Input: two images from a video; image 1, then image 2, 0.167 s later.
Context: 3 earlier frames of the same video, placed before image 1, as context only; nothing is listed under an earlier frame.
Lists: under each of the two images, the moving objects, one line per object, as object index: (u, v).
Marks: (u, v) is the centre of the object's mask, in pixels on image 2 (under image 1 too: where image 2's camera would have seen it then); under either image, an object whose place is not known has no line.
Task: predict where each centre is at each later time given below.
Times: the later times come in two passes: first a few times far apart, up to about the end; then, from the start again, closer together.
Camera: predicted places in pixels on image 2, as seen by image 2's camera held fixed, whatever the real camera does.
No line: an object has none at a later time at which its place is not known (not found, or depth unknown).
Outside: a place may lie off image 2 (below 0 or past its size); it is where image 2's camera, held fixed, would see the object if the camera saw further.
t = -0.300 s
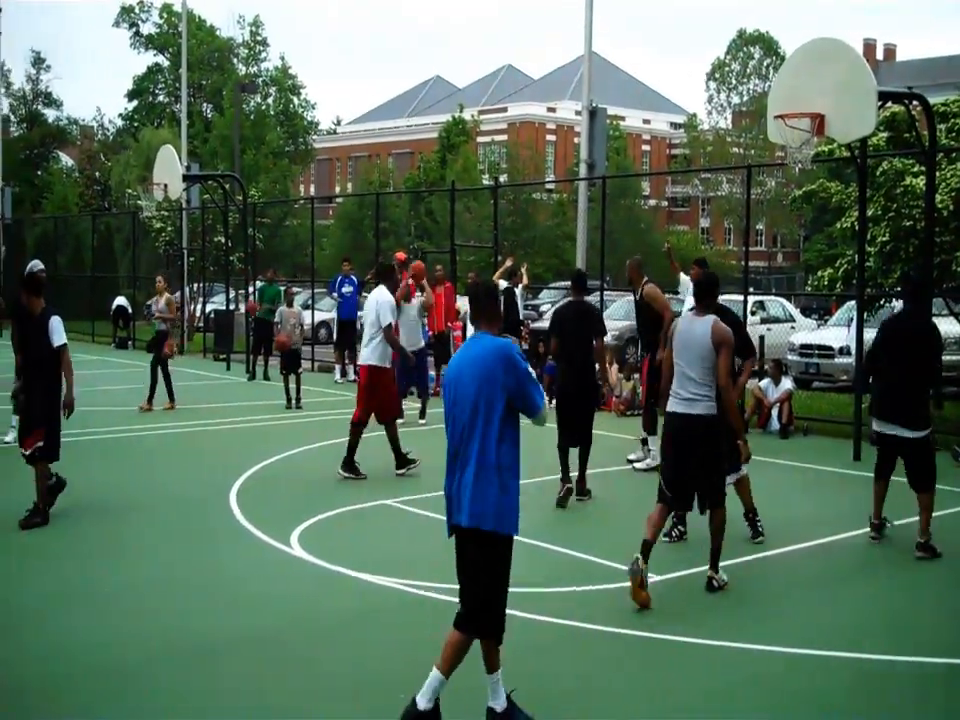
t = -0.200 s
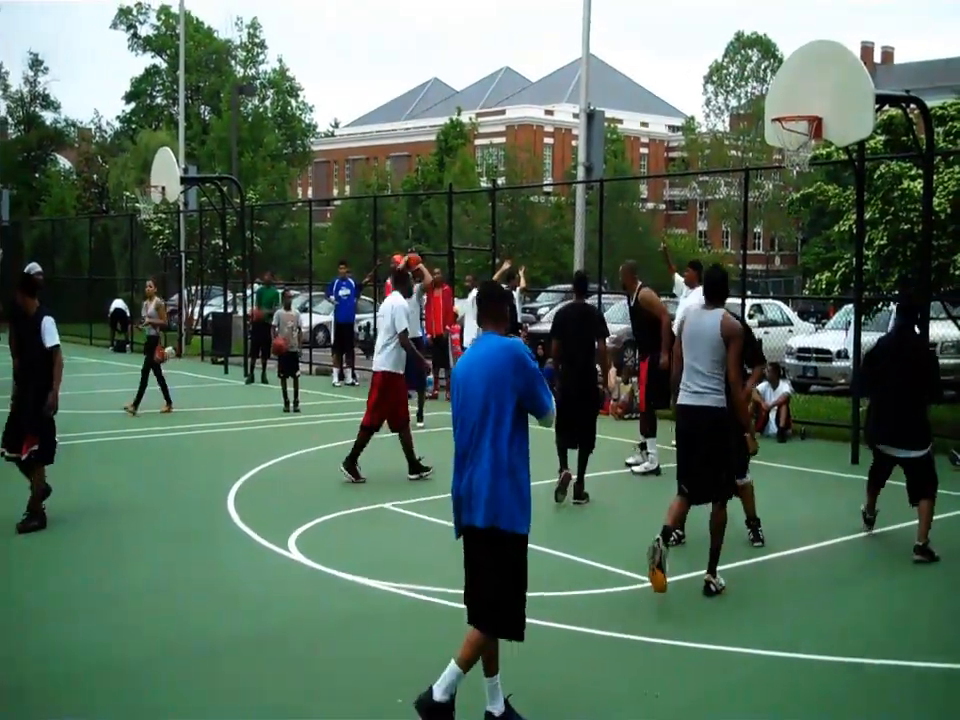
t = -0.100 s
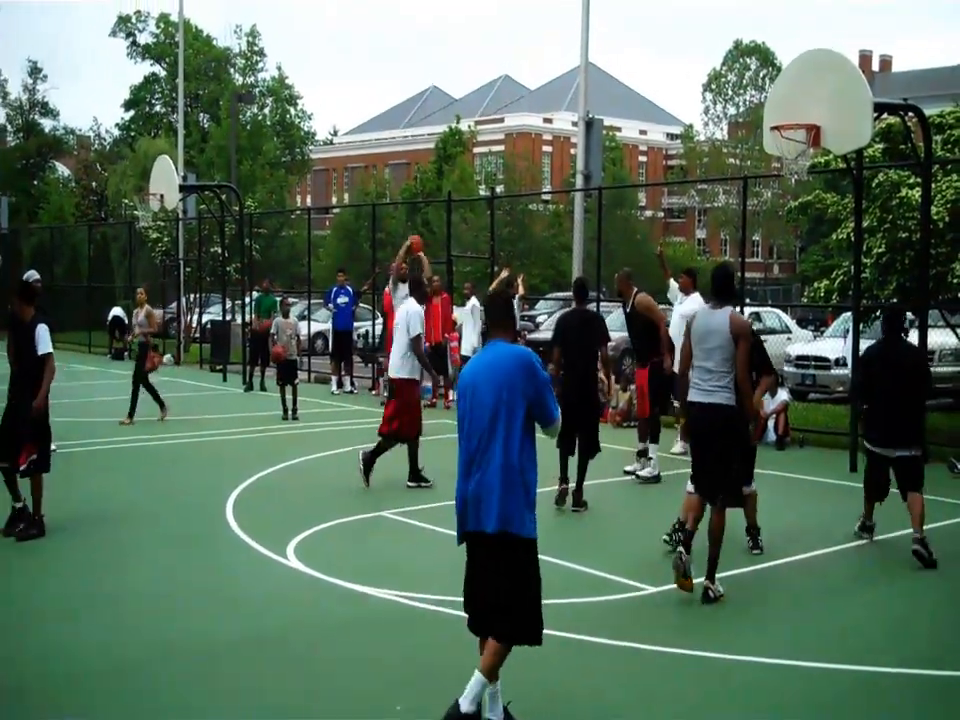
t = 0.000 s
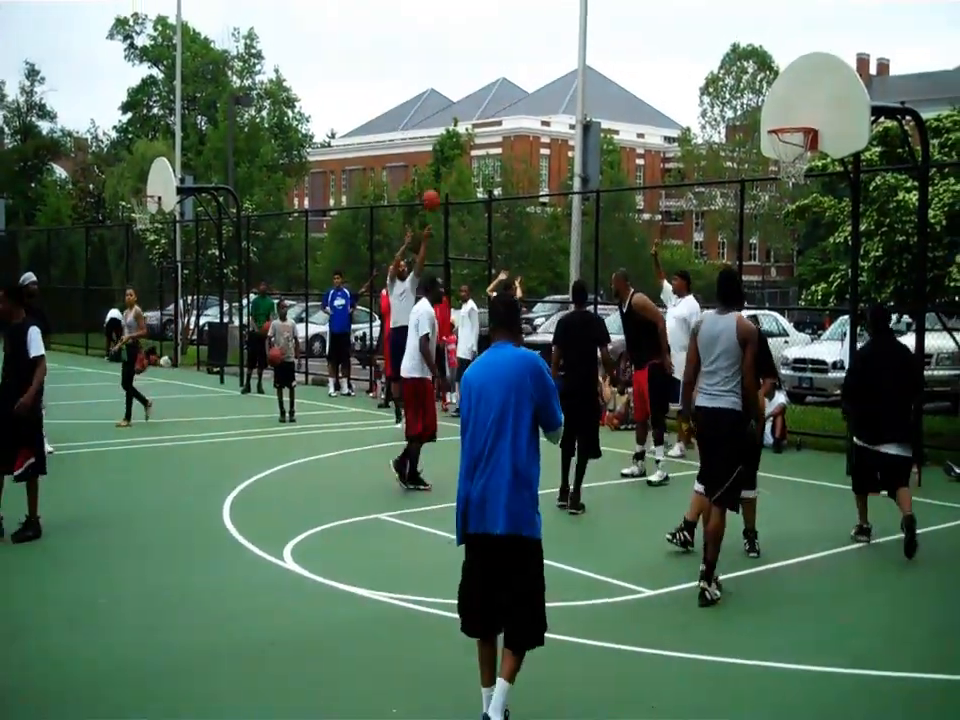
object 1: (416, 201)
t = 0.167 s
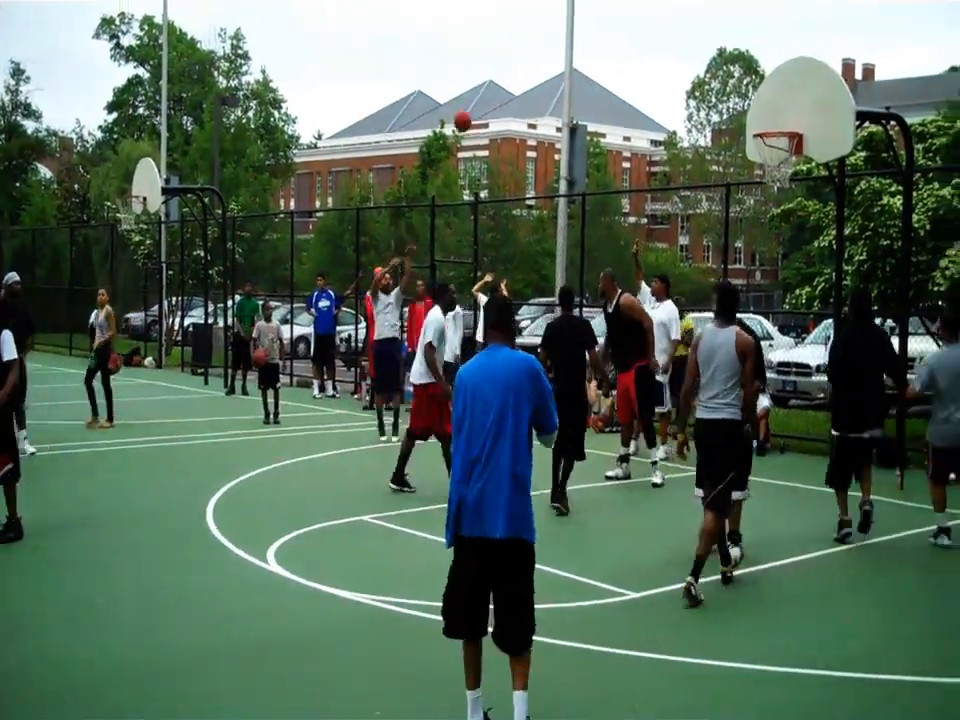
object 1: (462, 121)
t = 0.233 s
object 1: (481, 94)
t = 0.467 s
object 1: (553, 27)
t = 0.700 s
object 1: (633, 10)
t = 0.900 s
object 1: (705, 44)
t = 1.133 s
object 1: (782, 133)
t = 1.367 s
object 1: (762, 152)
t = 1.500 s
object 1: (767, 166)
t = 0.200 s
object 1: (471, 107)
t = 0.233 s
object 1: (481, 94)
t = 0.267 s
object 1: (491, 82)
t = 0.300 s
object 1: (501, 70)
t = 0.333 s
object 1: (511, 59)
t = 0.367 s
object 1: (521, 49)
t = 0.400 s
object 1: (531, 41)
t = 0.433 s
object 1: (542, 33)
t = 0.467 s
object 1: (553, 27)
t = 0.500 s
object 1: (565, 21)
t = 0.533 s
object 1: (576, 16)
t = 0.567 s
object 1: (587, 12)
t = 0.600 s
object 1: (598, 10)
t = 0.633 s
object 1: (609, 8)
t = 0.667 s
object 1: (621, 8)
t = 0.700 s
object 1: (633, 10)
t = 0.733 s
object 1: (644, 12)
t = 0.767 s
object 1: (656, 16)
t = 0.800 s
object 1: (668, 21)
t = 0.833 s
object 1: (680, 28)
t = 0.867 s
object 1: (693, 35)
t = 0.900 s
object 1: (705, 44)
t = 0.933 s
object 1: (718, 55)
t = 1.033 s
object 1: (757, 94)
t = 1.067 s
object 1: (771, 112)
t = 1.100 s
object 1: (784, 129)
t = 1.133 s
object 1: (782, 133)
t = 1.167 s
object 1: (777, 137)
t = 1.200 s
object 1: (771, 142)
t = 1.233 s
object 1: (765, 148)
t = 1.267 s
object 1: (762, 151)
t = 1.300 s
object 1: (761, 150)
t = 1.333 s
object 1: (761, 151)
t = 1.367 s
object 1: (762, 152)
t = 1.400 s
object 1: (763, 153)
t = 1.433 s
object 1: (764, 156)
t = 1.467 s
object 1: (765, 160)
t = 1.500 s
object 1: (767, 166)
